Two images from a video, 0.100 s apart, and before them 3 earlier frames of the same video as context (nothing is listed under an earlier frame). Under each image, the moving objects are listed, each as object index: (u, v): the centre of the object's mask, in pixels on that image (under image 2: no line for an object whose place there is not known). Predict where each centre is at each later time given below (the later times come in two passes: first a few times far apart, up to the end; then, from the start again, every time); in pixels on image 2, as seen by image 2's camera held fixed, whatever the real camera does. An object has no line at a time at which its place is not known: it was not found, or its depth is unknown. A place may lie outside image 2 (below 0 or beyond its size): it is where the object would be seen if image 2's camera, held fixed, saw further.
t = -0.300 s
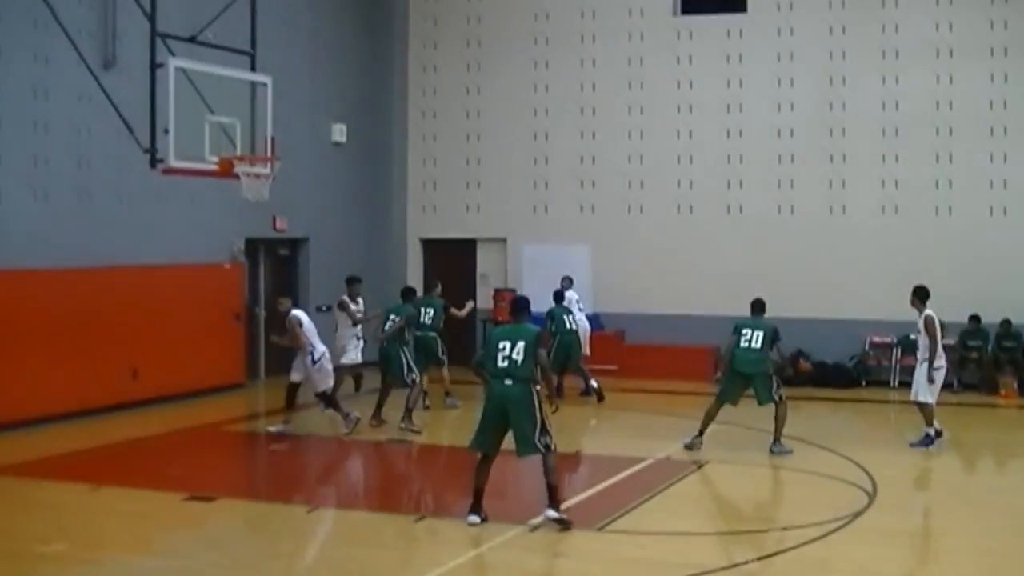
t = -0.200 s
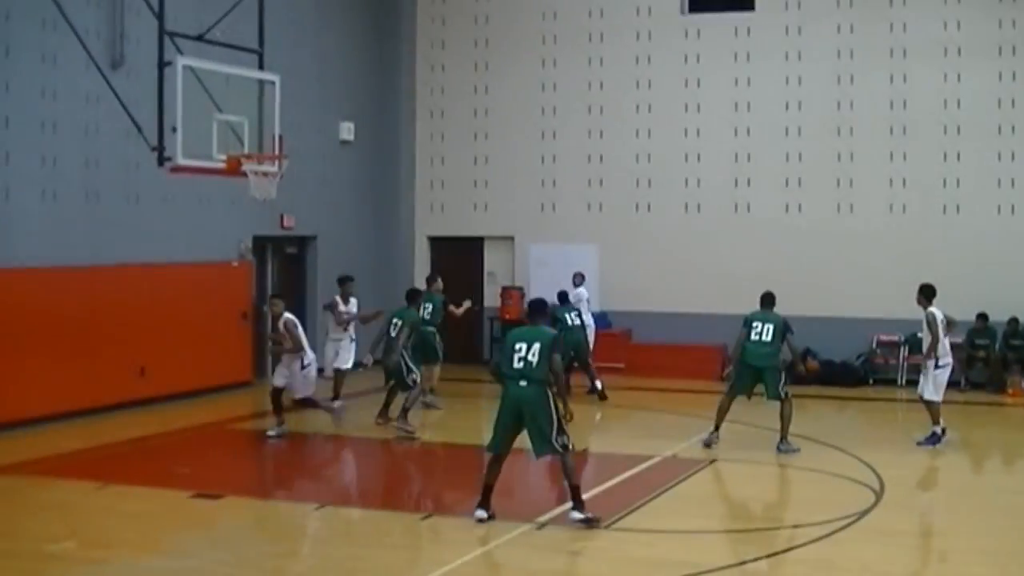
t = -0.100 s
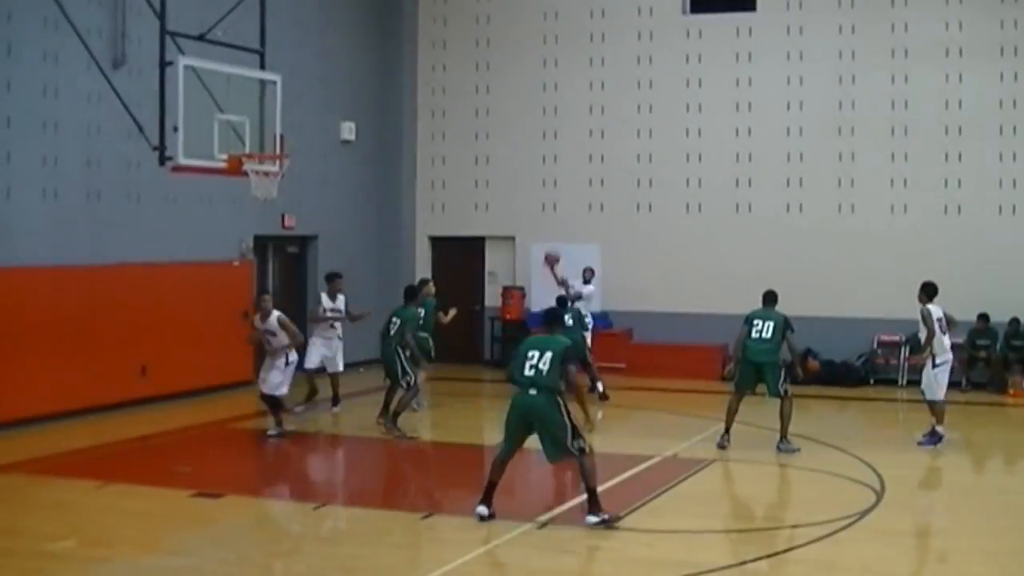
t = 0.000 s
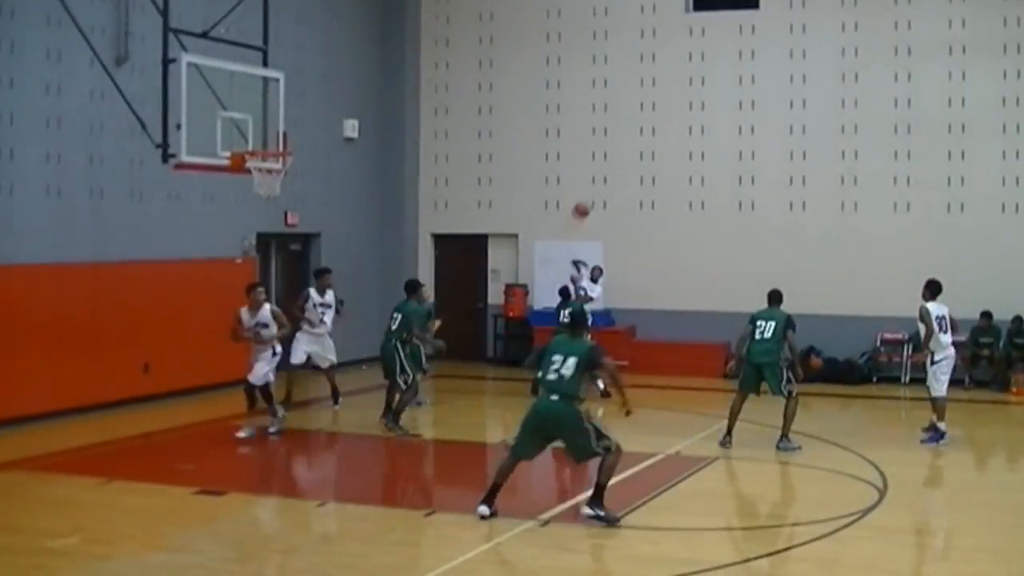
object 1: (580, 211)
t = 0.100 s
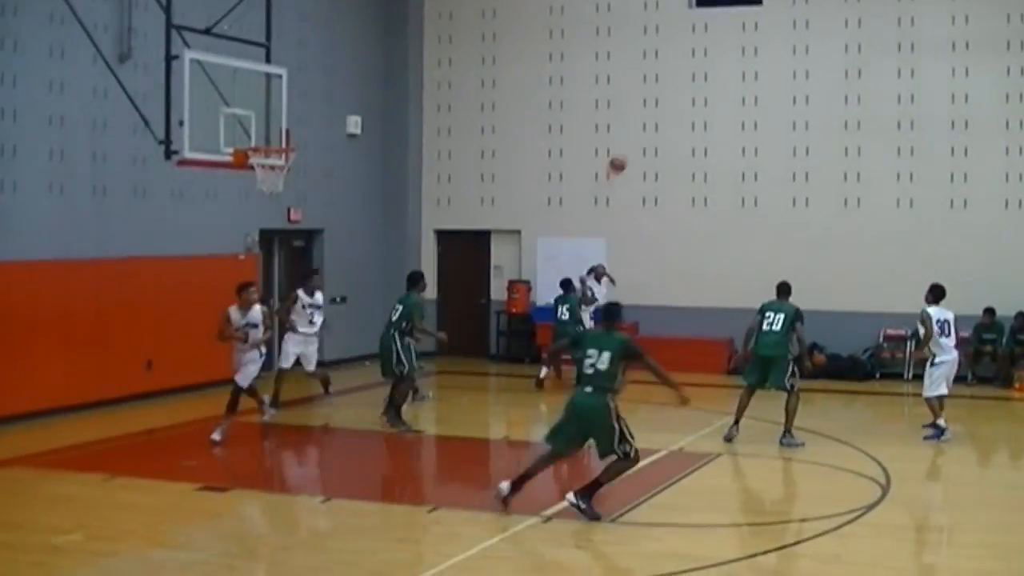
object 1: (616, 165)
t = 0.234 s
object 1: (664, 113)
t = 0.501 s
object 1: (777, 31)
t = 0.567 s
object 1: (810, 15)
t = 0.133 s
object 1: (628, 152)
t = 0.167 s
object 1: (640, 138)
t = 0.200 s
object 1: (652, 126)
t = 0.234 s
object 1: (664, 113)
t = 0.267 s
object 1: (677, 101)
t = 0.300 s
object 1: (690, 91)
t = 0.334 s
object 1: (704, 79)
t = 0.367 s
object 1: (716, 69)
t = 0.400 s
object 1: (730, 59)
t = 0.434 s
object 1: (744, 50)
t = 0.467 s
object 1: (761, 41)
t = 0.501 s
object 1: (777, 31)
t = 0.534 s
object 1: (794, 23)
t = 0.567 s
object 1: (810, 15)
